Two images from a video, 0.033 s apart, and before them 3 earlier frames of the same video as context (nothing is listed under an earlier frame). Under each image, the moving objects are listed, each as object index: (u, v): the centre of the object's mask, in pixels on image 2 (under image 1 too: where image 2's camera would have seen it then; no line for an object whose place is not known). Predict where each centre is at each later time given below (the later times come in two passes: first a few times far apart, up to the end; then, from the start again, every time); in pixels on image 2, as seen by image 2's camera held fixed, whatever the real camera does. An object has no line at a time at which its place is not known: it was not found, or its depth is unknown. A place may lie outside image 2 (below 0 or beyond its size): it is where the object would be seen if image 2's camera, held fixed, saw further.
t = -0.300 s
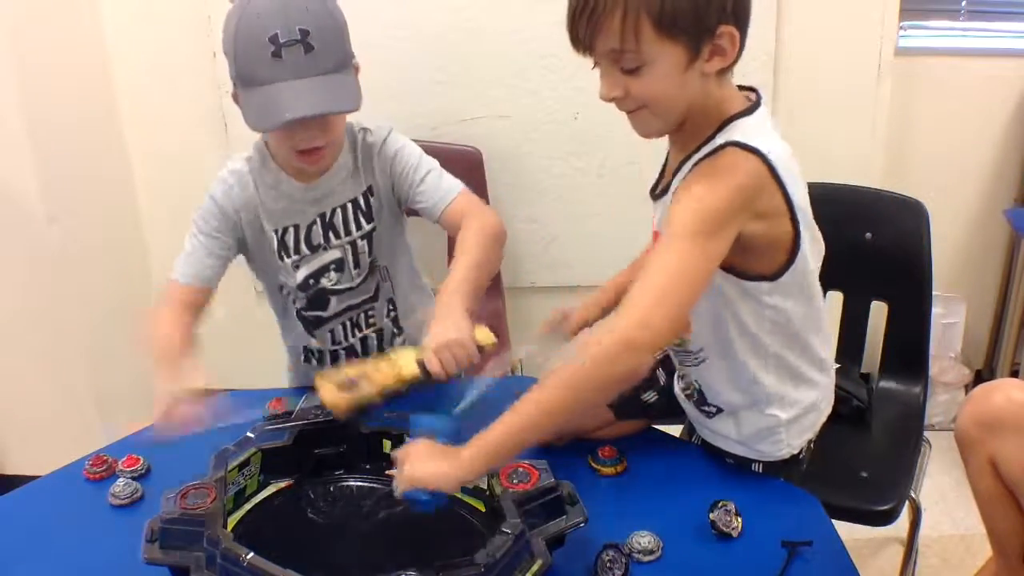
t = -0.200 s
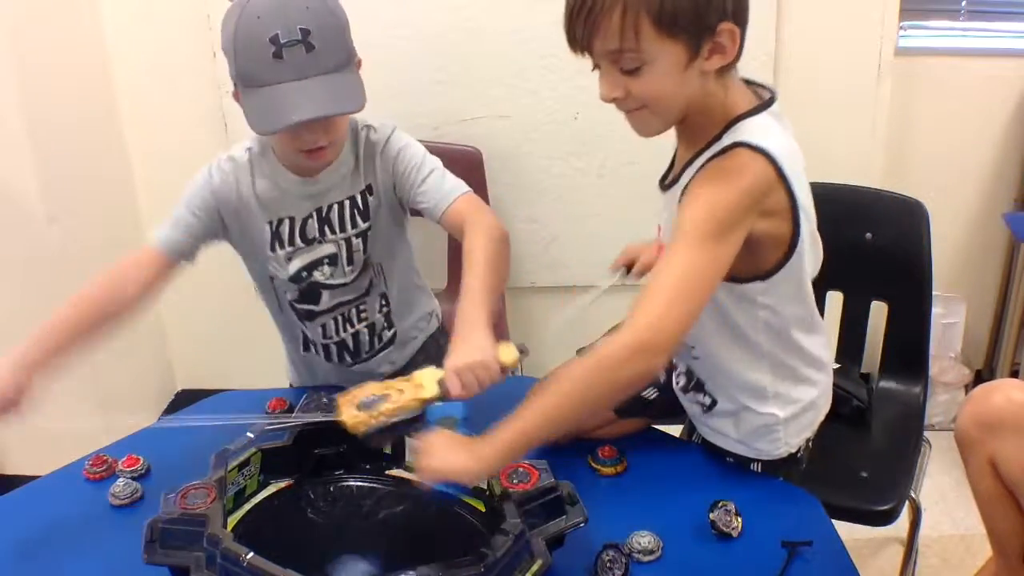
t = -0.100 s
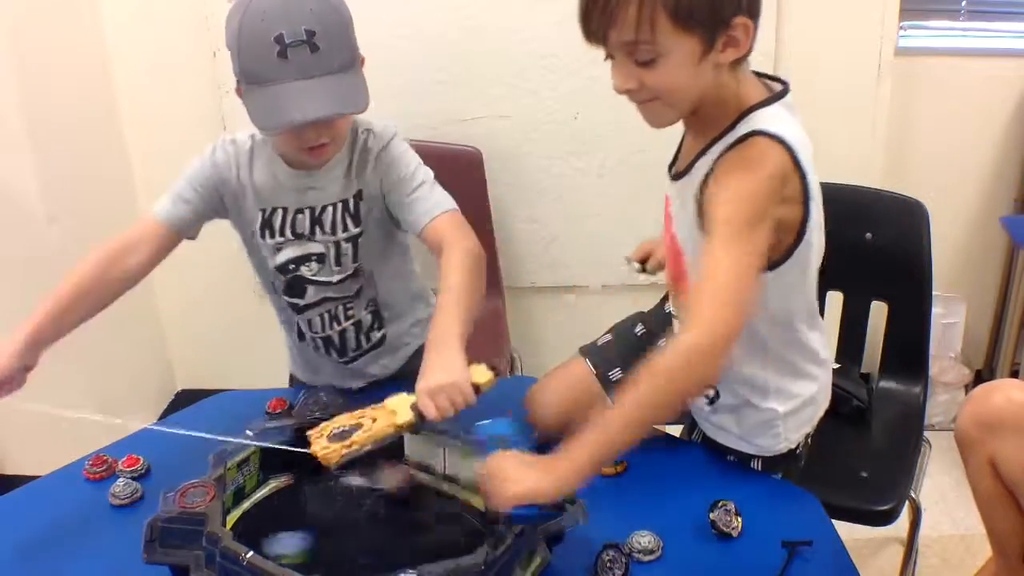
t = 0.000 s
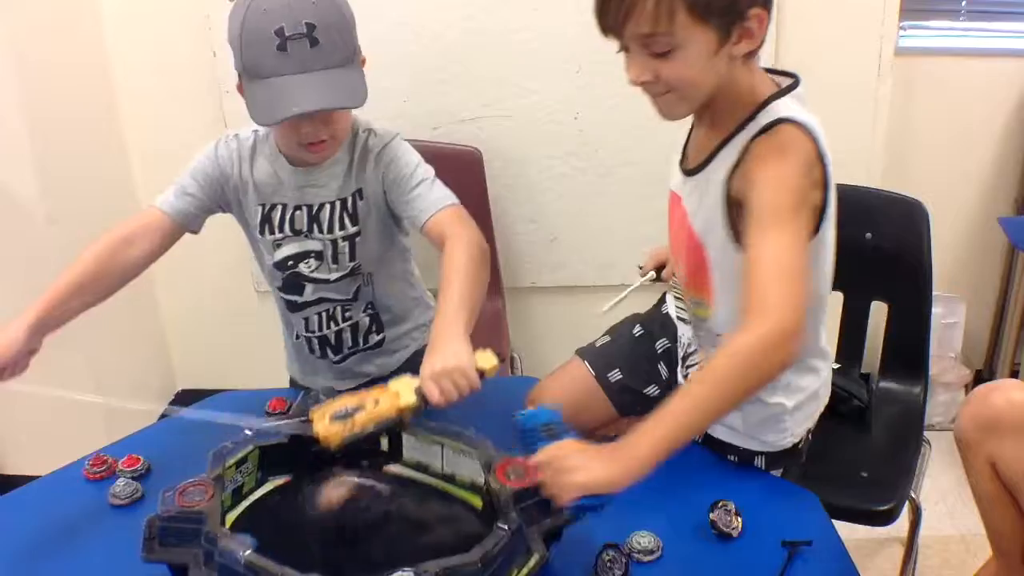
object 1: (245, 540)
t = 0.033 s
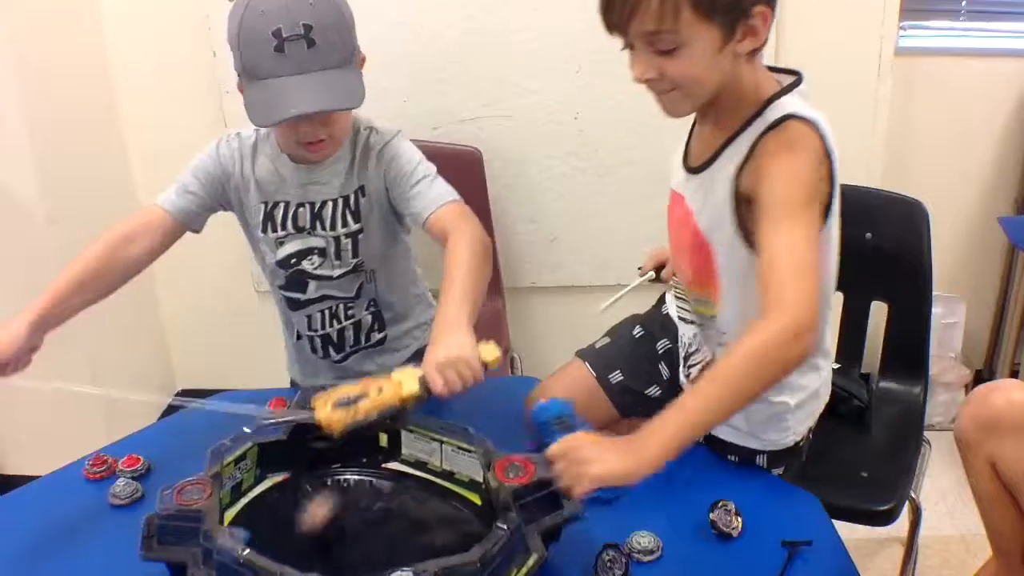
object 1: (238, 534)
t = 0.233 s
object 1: (235, 530)
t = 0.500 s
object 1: (324, 563)
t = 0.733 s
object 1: (382, 559)
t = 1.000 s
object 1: (380, 555)
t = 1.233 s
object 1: (380, 550)
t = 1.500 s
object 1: (379, 545)
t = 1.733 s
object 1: (376, 544)
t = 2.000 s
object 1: (373, 546)
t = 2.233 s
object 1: (371, 547)
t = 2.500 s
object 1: (372, 551)
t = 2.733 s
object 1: (372, 553)
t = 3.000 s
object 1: (369, 556)
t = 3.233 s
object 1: (365, 558)
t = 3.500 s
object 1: (357, 557)
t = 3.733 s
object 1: (354, 555)
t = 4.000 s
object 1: (353, 552)
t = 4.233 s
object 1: (355, 549)
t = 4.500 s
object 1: (359, 545)
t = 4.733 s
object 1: (361, 544)
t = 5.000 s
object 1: (363, 545)
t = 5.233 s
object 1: (364, 547)
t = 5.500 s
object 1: (365, 551)
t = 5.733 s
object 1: (364, 553)
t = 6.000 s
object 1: (360, 554)
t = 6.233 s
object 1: (357, 555)
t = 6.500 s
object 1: (354, 553)
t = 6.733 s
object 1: (353, 551)
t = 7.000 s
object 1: (355, 548)
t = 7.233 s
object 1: (358, 546)
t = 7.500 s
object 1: (362, 545)
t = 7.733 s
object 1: (365, 546)
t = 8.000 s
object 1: (367, 549)
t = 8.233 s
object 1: (366, 551)
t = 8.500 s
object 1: (363, 553)
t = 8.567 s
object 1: (362, 554)
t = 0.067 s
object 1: (235, 532)
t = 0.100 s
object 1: (230, 528)
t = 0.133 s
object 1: (229, 524)
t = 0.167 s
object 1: (229, 524)
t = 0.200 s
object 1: (231, 527)
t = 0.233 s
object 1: (235, 530)
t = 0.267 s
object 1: (243, 535)
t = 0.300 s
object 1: (251, 539)
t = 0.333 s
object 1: (261, 544)
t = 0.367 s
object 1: (272, 550)
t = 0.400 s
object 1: (284, 554)
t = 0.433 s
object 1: (297, 558)
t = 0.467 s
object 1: (310, 561)
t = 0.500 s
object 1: (324, 563)
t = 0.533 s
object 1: (336, 564)
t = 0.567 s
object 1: (348, 563)
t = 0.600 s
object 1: (358, 563)
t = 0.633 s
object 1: (366, 562)
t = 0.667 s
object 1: (373, 561)
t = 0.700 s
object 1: (379, 559)
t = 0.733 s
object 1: (382, 559)
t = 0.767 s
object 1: (384, 558)
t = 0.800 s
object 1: (384, 557)
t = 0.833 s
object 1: (385, 556)
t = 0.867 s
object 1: (385, 555)
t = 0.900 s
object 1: (384, 554)
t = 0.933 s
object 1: (383, 554)
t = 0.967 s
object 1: (381, 555)
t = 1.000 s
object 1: (380, 555)
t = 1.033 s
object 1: (379, 554)
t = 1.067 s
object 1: (379, 553)
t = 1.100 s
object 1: (380, 552)
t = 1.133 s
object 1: (380, 551)
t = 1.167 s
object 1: (379, 551)
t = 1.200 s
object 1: (379, 550)
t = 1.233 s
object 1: (380, 550)
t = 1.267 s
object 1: (380, 549)
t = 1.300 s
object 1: (380, 549)
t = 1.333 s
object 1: (380, 548)
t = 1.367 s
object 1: (379, 547)
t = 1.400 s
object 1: (379, 547)
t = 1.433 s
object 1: (379, 546)
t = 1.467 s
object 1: (379, 546)
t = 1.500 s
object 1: (379, 545)
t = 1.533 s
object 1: (379, 545)
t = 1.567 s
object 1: (379, 544)
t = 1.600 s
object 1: (378, 544)
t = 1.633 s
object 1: (378, 544)
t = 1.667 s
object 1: (377, 544)
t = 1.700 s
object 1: (376, 544)
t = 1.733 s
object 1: (376, 544)
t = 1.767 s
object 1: (375, 544)
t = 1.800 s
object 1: (374, 545)
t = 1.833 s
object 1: (374, 545)
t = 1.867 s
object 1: (374, 545)
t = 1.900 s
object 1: (373, 545)
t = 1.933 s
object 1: (373, 545)
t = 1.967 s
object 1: (373, 545)
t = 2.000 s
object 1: (373, 546)
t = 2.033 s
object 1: (373, 546)
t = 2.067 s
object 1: (372, 546)
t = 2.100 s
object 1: (372, 546)
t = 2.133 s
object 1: (372, 546)
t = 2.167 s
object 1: (371, 547)
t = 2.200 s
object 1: (371, 547)
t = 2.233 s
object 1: (371, 547)
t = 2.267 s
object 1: (371, 548)
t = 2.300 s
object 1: (371, 548)
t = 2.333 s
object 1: (371, 549)
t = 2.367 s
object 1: (371, 549)
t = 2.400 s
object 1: (371, 549)
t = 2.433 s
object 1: (372, 550)
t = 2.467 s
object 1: (371, 550)
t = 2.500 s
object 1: (372, 551)
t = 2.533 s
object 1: (372, 551)
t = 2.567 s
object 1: (372, 551)
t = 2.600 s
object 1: (372, 551)
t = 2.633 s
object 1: (372, 552)
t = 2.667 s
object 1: (372, 553)
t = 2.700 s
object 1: (372, 553)
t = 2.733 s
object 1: (372, 553)
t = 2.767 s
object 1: (372, 554)
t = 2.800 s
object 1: (372, 554)
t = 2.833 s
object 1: (372, 554)
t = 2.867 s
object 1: (371, 555)
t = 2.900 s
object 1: (371, 555)
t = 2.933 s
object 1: (370, 556)
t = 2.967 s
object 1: (370, 556)
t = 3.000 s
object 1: (369, 556)
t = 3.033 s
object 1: (369, 556)
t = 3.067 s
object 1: (368, 557)
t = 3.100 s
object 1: (367, 557)
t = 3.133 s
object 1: (366, 557)
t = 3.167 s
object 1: (366, 557)
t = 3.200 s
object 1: (365, 558)
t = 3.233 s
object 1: (365, 558)
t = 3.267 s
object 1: (364, 558)
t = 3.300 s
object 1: (363, 558)
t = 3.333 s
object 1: (362, 558)
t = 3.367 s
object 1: (361, 558)
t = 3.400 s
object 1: (360, 558)
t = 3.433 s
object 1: (359, 558)
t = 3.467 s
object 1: (358, 557)
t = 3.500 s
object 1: (357, 557)
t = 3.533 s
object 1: (357, 557)
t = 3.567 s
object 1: (357, 557)
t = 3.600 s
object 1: (356, 557)
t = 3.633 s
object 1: (356, 556)
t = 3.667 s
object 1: (355, 556)
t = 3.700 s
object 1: (354, 556)
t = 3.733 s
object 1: (354, 555)
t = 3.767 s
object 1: (354, 555)
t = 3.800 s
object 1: (354, 554)
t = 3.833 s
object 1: (354, 554)
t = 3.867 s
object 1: (353, 554)
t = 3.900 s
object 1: (353, 554)
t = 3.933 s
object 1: (353, 554)
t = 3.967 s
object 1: (353, 553)
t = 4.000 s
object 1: (353, 552)
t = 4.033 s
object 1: (353, 551)
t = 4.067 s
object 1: (353, 551)
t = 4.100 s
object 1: (353, 551)
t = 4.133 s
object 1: (354, 550)
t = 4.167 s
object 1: (354, 549)
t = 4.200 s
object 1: (354, 549)
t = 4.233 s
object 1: (355, 549)
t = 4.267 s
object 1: (355, 548)
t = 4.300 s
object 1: (355, 548)
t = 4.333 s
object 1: (355, 547)
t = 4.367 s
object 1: (356, 547)
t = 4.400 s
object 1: (356, 546)
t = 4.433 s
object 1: (357, 546)
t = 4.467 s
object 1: (358, 545)
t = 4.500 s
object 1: (359, 545)
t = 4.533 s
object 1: (359, 545)
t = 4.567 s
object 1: (359, 545)
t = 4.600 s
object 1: (360, 545)
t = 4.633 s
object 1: (360, 545)
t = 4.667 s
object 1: (360, 544)
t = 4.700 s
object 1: (361, 544)
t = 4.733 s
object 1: (361, 544)
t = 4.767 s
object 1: (362, 544)
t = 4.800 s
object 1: (362, 544)
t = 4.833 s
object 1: (362, 544)
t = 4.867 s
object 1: (362, 544)
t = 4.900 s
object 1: (362, 545)
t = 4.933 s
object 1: (362, 545)
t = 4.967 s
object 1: (362, 545)
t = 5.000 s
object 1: (363, 545)
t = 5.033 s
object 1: (363, 545)
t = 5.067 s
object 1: (363, 545)
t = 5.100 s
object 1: (364, 546)
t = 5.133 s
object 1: (364, 547)
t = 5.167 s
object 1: (364, 547)
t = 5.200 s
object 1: (364, 547)
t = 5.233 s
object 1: (364, 547)
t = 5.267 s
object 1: (365, 548)
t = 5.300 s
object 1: (365, 548)
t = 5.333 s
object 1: (365, 549)
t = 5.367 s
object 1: (365, 549)
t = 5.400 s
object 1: (365, 549)
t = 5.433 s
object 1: (365, 550)
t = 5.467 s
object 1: (365, 550)
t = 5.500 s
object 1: (365, 551)
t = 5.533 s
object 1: (365, 551)
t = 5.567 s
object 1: (365, 552)
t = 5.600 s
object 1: (365, 552)
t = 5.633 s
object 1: (365, 552)
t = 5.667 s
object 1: (364, 553)
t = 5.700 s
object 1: (364, 553)
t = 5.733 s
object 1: (364, 553)
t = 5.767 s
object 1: (364, 553)
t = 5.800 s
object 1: (364, 554)
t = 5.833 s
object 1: (363, 554)
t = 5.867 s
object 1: (363, 554)
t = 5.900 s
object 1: (362, 554)
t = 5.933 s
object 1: (362, 554)
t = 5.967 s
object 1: (361, 554)
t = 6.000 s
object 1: (360, 554)
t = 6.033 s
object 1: (359, 554)
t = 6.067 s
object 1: (359, 554)
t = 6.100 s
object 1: (359, 555)
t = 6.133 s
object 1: (358, 555)
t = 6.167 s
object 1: (358, 555)
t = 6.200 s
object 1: (357, 554)
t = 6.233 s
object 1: (357, 555)
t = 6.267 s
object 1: (356, 554)
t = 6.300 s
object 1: (356, 554)
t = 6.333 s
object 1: (356, 554)
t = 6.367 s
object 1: (355, 554)
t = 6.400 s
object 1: (355, 553)
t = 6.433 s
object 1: (354, 553)
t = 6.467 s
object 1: (354, 553)
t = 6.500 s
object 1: (354, 553)
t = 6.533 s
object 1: (354, 553)
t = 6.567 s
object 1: (354, 553)
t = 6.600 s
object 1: (353, 552)
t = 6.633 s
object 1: (353, 552)
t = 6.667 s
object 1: (354, 552)
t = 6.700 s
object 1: (353, 551)
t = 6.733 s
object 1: (353, 551)
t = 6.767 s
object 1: (354, 550)
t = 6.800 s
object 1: (354, 550)
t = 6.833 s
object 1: (354, 550)
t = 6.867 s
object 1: (354, 549)
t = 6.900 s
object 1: (354, 549)
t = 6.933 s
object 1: (354, 548)
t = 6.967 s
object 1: (355, 548)
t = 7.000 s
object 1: (355, 548)
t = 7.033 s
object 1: (356, 548)
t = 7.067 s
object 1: (356, 547)
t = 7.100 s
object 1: (356, 547)
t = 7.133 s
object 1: (357, 546)
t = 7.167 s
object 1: (357, 546)
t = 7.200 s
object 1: (358, 546)
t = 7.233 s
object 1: (358, 546)
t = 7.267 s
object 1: (359, 546)
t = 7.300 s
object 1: (360, 545)
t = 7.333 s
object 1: (360, 545)
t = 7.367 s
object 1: (360, 545)
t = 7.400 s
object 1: (361, 545)
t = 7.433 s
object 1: (361, 545)
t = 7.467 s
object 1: (362, 545)
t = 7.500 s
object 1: (362, 545)
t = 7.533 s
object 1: (362, 545)
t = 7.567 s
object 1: (363, 545)
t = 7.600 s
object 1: (364, 546)
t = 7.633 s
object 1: (364, 546)
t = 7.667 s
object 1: (364, 546)
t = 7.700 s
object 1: (365, 546)
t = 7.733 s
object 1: (365, 546)
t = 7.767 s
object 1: (365, 547)
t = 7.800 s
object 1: (366, 547)
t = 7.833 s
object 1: (366, 547)
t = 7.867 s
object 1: (366, 547)
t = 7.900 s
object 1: (366, 548)
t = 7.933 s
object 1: (366, 549)
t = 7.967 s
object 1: (367, 548)
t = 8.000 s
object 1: (367, 549)
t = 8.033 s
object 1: (367, 549)
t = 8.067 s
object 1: (367, 549)
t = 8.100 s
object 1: (367, 550)
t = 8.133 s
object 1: (367, 550)
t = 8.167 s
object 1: (367, 550)
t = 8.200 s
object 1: (366, 551)
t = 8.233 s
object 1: (366, 551)
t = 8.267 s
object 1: (366, 551)
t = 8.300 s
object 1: (365, 552)
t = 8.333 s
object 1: (365, 552)
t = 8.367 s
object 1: (365, 552)
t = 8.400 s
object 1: (365, 552)
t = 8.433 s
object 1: (364, 553)
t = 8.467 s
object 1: (363, 553)
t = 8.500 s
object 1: (363, 553)
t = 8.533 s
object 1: (363, 553)
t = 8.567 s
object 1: (362, 554)
